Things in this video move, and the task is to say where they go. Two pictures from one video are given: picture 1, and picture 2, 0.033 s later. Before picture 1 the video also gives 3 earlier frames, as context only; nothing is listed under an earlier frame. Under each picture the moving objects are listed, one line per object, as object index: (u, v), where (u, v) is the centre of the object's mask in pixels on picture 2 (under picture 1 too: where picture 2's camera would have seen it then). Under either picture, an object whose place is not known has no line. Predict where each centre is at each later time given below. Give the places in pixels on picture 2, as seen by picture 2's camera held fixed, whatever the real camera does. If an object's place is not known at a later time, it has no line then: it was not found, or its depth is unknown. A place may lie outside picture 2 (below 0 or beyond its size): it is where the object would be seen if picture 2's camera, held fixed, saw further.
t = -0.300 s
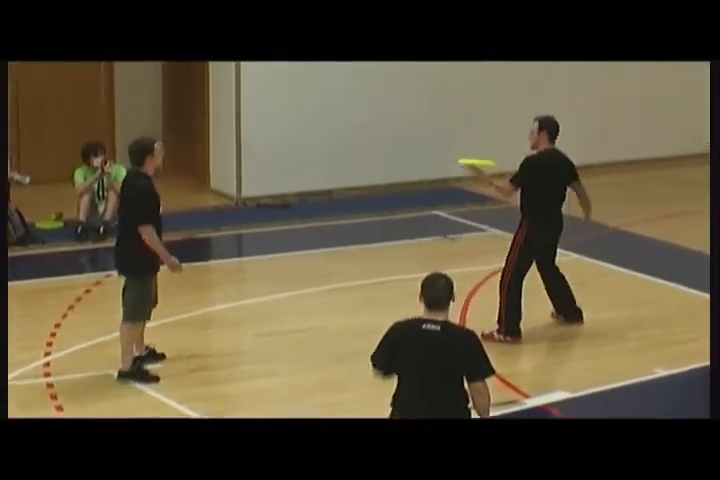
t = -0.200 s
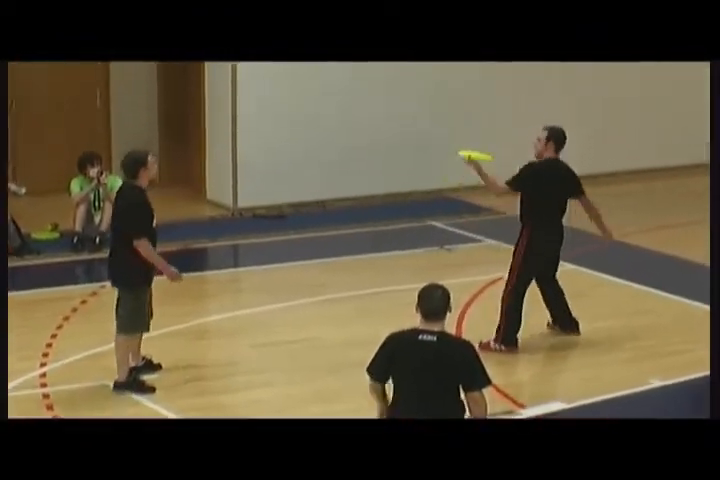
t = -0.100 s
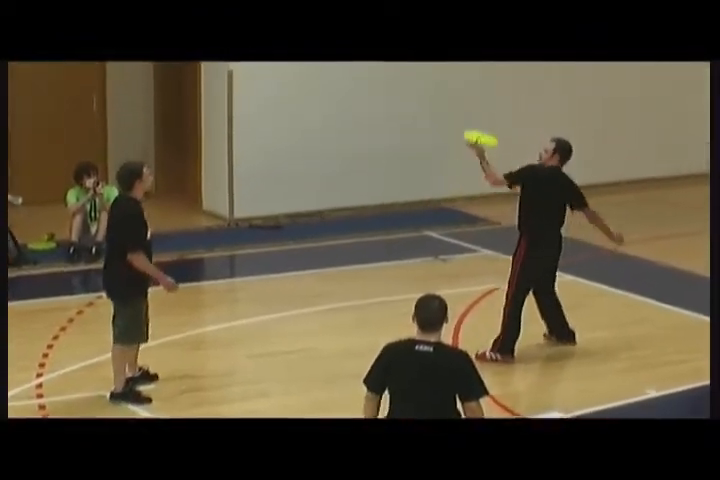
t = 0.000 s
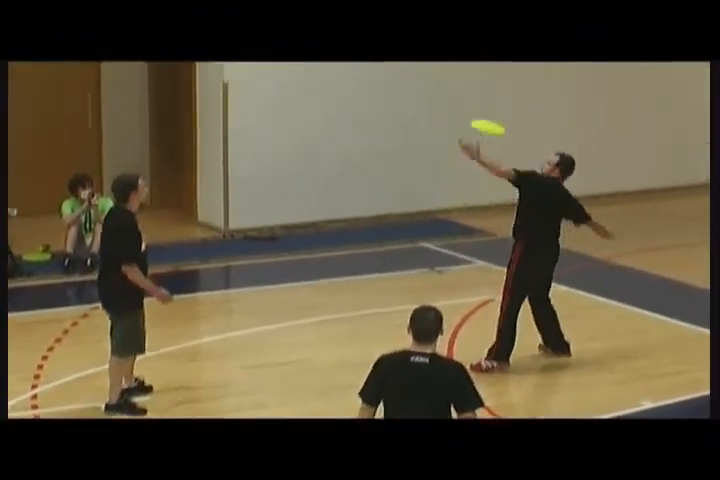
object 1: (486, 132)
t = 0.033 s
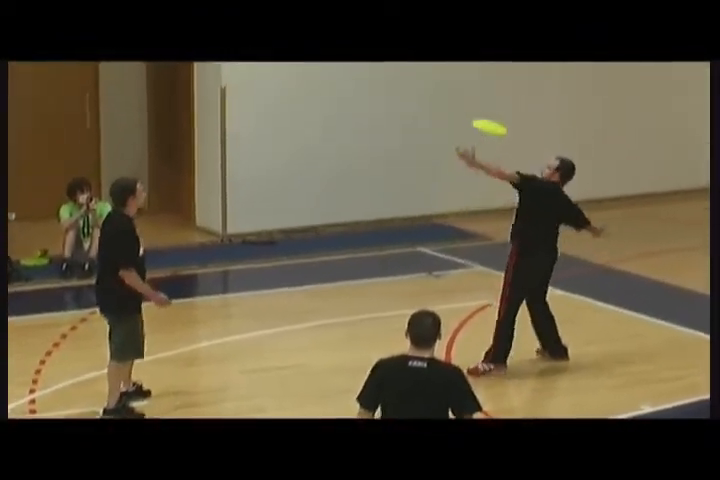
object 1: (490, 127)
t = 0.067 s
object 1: (493, 123)
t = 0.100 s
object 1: (496, 121)
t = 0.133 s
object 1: (499, 121)
